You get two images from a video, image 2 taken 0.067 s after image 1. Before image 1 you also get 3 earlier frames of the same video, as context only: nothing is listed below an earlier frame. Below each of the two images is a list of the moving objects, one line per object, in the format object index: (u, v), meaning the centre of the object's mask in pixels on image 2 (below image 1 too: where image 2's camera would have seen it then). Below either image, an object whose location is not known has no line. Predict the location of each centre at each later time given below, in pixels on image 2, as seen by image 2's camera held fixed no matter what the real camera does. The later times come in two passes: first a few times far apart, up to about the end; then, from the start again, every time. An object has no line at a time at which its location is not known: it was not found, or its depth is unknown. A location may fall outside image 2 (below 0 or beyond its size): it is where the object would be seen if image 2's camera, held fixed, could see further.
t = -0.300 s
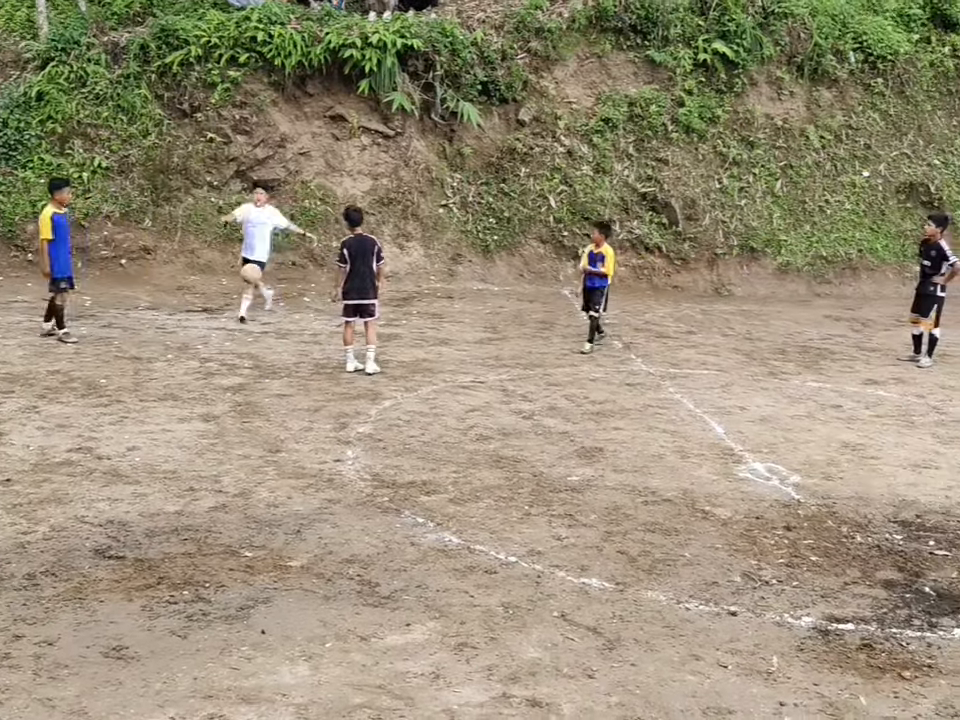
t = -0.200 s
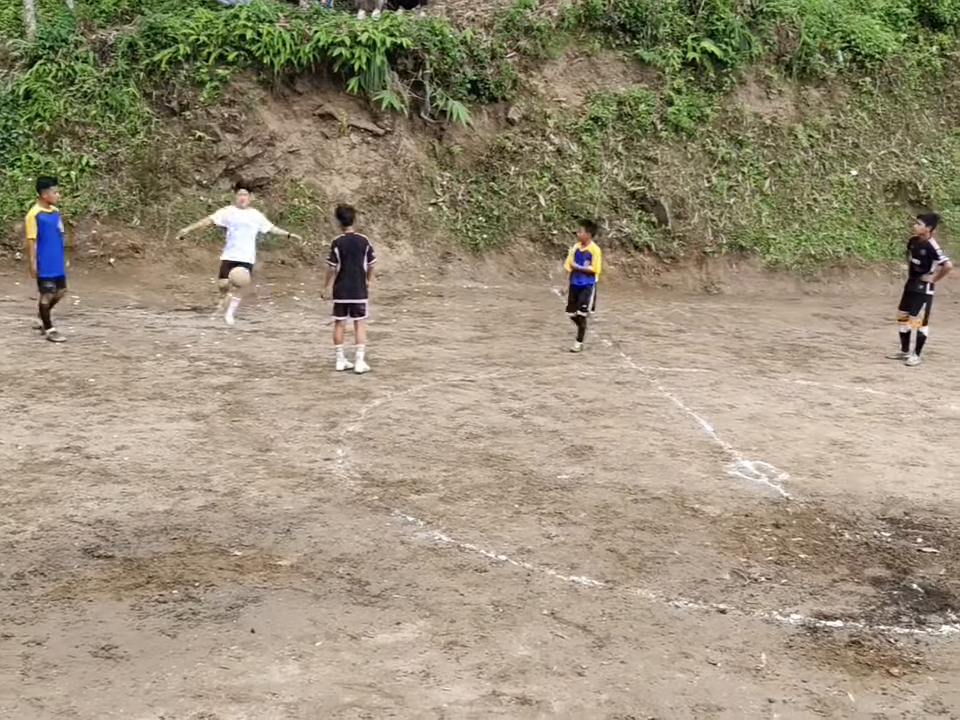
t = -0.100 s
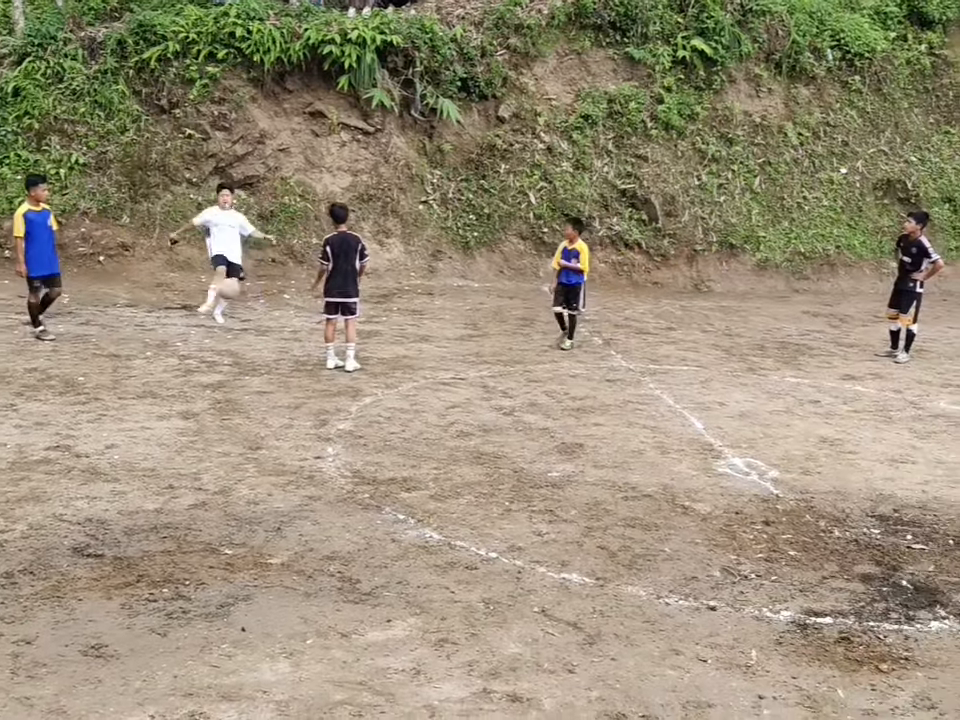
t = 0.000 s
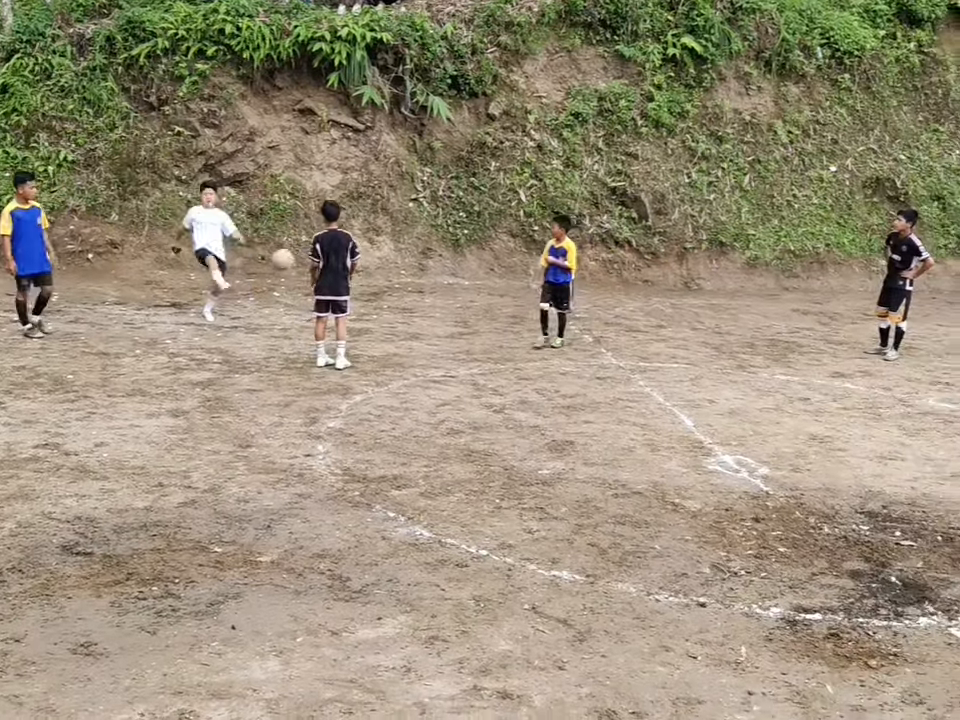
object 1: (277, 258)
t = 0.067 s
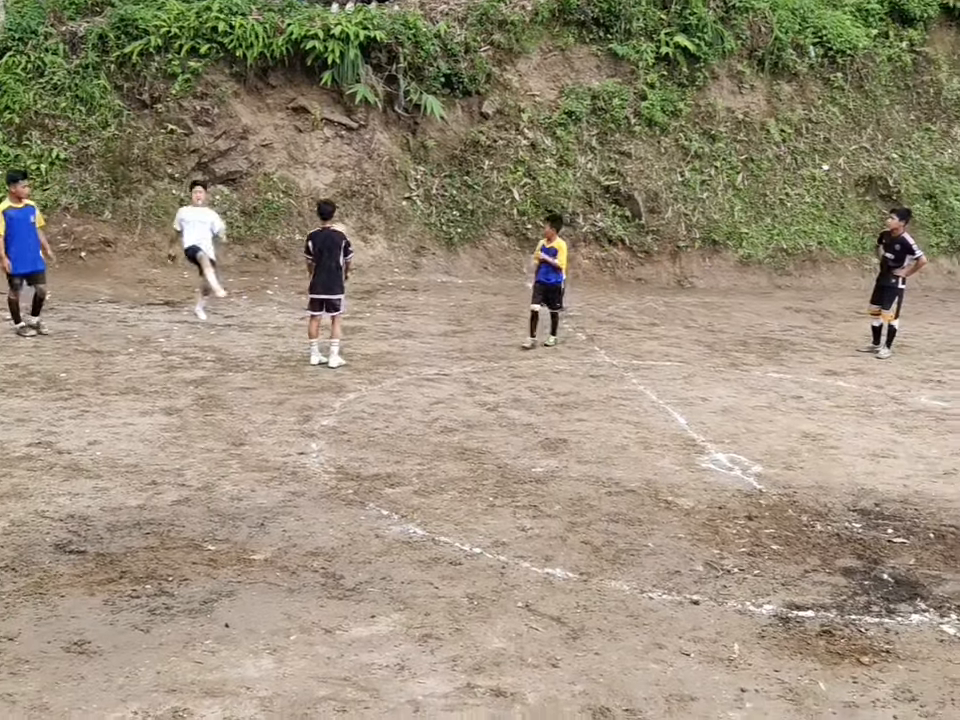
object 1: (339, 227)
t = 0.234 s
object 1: (493, 189)
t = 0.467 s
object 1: (721, 178)
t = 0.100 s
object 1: (368, 222)
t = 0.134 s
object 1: (399, 212)
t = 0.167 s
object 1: (429, 203)
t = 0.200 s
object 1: (462, 197)
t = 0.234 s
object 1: (493, 189)
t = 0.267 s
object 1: (525, 186)
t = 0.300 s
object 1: (558, 181)
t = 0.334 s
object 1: (589, 177)
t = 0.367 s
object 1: (623, 175)
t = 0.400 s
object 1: (656, 174)
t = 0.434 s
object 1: (689, 175)
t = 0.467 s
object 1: (721, 178)
